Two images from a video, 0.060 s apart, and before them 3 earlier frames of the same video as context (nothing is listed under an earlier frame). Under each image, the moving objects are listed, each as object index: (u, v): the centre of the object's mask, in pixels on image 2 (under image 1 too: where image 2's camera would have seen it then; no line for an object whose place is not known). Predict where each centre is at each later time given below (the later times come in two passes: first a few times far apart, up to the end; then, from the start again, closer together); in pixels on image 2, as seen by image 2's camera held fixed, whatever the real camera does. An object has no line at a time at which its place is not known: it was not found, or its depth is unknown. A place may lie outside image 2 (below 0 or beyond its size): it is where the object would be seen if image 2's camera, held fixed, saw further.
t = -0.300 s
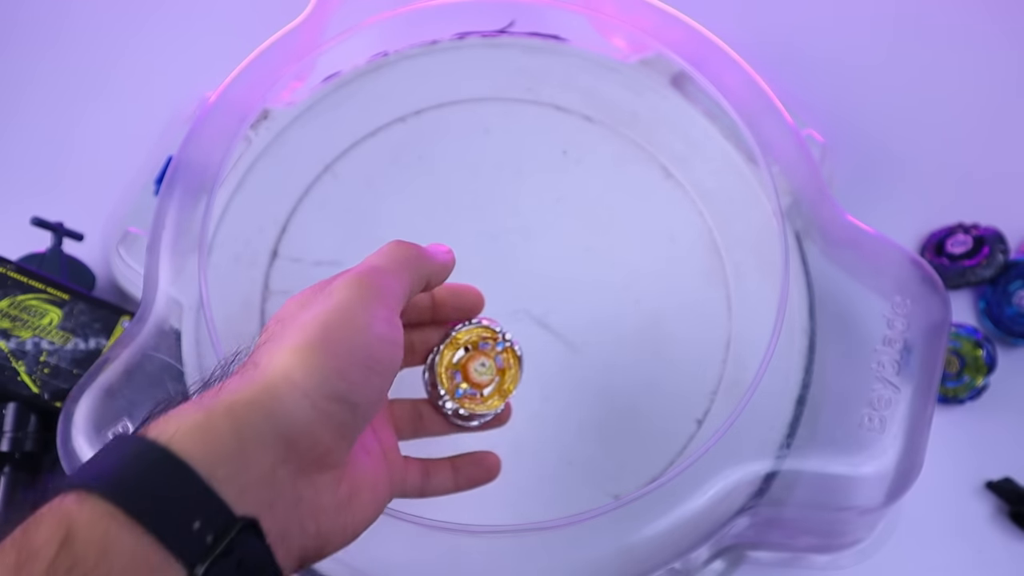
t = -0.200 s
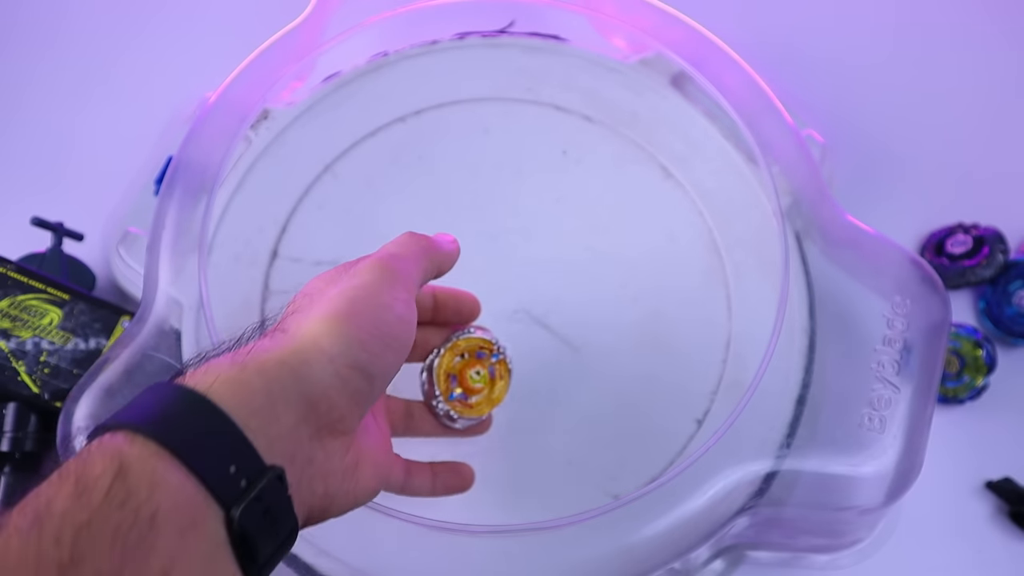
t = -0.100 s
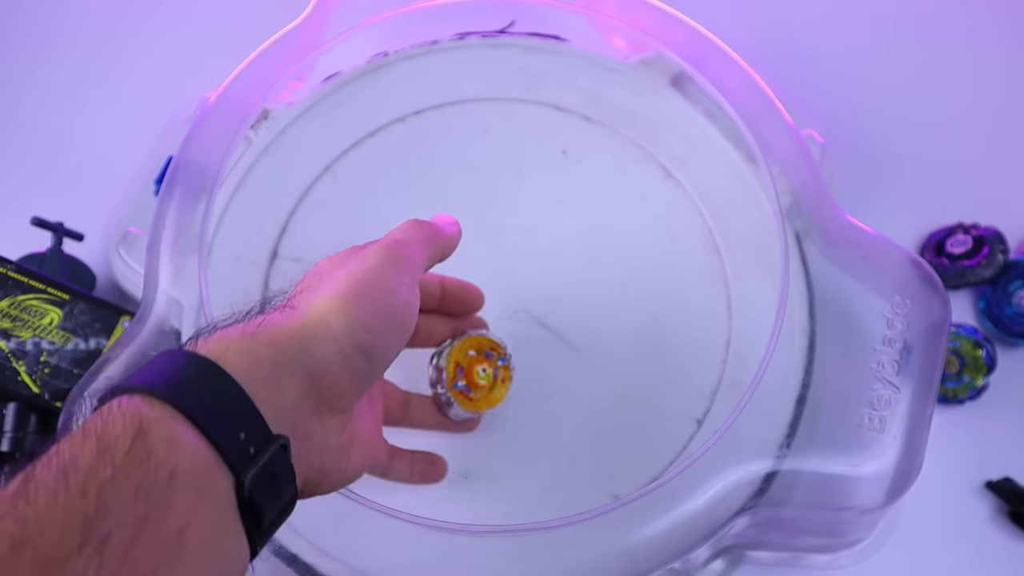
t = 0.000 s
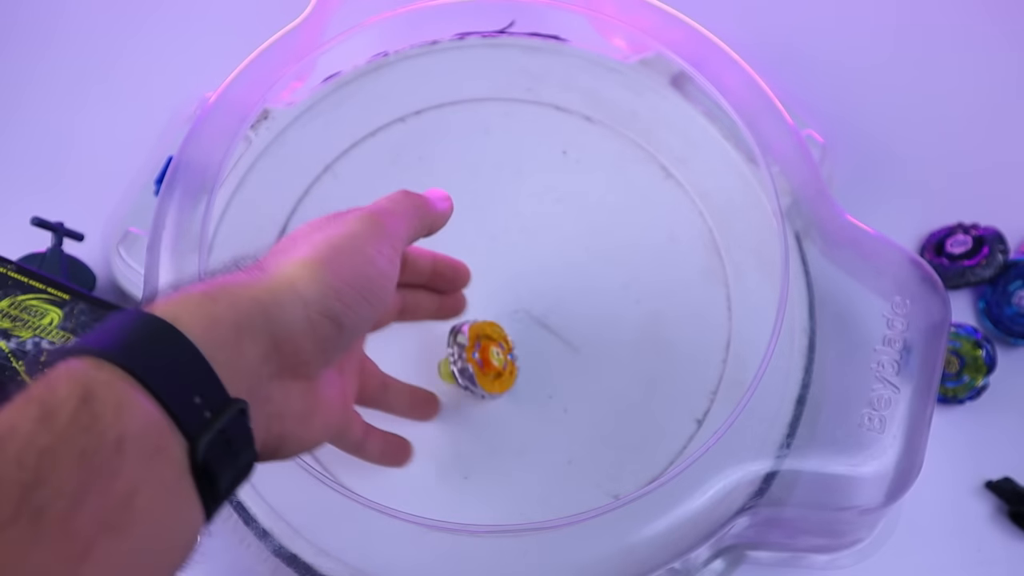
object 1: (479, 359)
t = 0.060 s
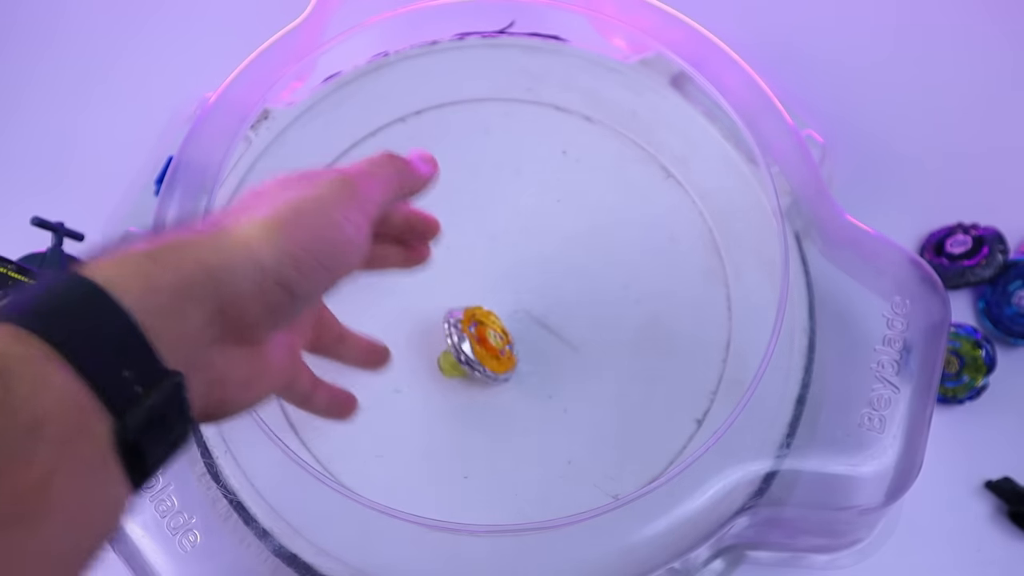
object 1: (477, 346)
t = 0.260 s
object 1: (443, 314)
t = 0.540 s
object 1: (474, 327)
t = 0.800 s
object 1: (481, 339)
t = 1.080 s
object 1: (477, 331)
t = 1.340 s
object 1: (453, 312)
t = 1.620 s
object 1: (470, 320)
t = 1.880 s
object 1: (460, 313)
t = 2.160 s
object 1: (460, 312)
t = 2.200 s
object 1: (459, 312)
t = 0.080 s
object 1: (475, 341)
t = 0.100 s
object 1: (472, 337)
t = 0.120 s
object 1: (469, 333)
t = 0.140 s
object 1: (466, 330)
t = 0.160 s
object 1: (462, 326)
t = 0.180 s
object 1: (458, 322)
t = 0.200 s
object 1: (453, 318)
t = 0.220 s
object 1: (449, 316)
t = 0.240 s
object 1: (445, 314)
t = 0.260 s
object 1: (443, 314)
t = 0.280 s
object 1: (442, 314)
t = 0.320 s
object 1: (442, 314)
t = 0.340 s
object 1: (444, 314)
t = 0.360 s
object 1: (446, 314)
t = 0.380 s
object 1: (449, 314)
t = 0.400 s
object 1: (454, 315)
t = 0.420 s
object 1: (458, 316)
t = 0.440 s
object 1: (463, 318)
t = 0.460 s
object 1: (466, 320)
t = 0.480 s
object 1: (469, 322)
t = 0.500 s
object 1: (471, 324)
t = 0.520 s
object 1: (472, 326)
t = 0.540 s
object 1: (474, 327)
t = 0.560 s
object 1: (475, 328)
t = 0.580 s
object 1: (476, 330)
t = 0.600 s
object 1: (476, 331)
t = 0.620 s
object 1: (477, 332)
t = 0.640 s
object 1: (478, 333)
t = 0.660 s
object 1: (479, 334)
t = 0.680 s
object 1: (479, 335)
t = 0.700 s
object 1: (480, 336)
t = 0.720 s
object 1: (480, 337)
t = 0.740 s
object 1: (481, 338)
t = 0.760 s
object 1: (481, 339)
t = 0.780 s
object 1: (481, 339)
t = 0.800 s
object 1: (481, 339)
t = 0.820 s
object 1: (481, 339)
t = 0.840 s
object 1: (481, 340)
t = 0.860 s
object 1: (481, 339)
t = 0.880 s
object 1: (481, 339)
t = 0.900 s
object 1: (481, 339)
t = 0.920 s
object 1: (481, 338)
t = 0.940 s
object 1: (481, 338)
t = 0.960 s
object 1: (480, 337)
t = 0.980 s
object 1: (480, 336)
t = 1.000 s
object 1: (479, 335)
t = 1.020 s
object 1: (479, 334)
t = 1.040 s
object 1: (478, 333)
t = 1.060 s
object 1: (477, 332)
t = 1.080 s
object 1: (477, 331)
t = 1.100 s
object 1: (476, 330)
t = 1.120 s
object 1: (475, 329)
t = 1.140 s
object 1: (474, 328)
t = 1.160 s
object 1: (473, 327)
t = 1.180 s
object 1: (472, 325)
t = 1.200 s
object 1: (471, 324)
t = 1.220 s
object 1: (469, 322)
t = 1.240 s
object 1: (467, 320)
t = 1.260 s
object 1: (465, 318)
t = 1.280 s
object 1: (461, 316)
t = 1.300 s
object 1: (458, 314)
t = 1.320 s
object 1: (455, 313)
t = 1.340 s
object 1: (453, 312)
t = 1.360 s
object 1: (451, 312)
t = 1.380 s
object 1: (451, 312)
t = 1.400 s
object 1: (452, 312)
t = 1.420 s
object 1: (454, 312)
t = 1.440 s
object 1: (457, 313)
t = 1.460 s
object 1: (460, 314)
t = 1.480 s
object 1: (463, 315)
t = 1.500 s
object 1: (466, 317)
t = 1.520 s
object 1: (468, 318)
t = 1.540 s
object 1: (469, 319)
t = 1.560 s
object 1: (470, 320)
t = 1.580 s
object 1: (470, 320)
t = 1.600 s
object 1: (470, 320)
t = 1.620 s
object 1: (470, 320)
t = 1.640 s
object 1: (469, 319)
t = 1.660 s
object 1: (467, 317)
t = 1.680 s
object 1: (465, 316)
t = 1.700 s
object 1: (463, 314)
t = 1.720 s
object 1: (460, 313)
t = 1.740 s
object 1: (459, 312)
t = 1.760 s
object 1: (457, 312)
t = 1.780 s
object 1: (456, 311)
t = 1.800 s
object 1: (455, 311)
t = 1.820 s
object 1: (456, 311)
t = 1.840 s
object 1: (457, 312)
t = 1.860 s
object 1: (458, 312)
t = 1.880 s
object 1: (460, 313)
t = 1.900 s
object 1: (462, 313)
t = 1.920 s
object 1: (464, 314)
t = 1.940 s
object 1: (466, 315)
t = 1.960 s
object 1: (468, 316)
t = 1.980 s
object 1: (469, 317)
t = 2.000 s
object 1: (470, 318)
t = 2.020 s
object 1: (470, 318)
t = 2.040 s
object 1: (469, 317)
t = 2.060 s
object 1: (468, 316)
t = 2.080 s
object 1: (467, 315)
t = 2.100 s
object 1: (465, 314)
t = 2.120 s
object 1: (463, 313)
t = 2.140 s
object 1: (461, 312)
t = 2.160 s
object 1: (460, 312)
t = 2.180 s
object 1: (459, 312)
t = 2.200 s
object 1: (459, 312)
